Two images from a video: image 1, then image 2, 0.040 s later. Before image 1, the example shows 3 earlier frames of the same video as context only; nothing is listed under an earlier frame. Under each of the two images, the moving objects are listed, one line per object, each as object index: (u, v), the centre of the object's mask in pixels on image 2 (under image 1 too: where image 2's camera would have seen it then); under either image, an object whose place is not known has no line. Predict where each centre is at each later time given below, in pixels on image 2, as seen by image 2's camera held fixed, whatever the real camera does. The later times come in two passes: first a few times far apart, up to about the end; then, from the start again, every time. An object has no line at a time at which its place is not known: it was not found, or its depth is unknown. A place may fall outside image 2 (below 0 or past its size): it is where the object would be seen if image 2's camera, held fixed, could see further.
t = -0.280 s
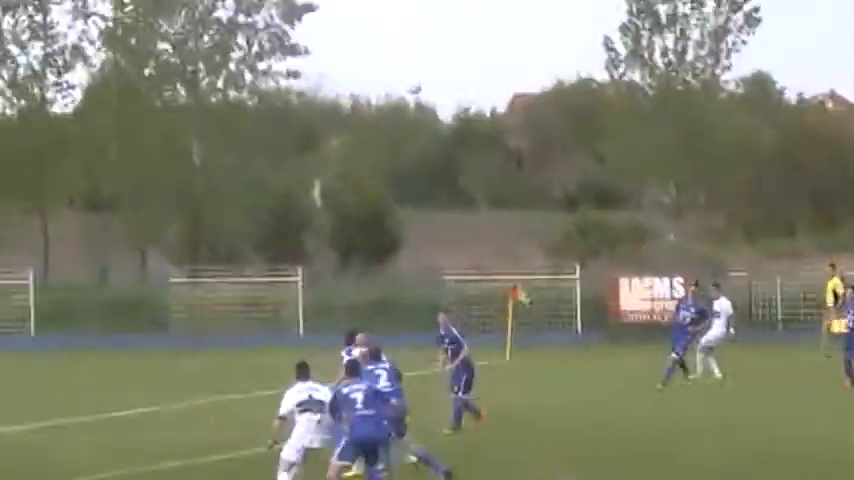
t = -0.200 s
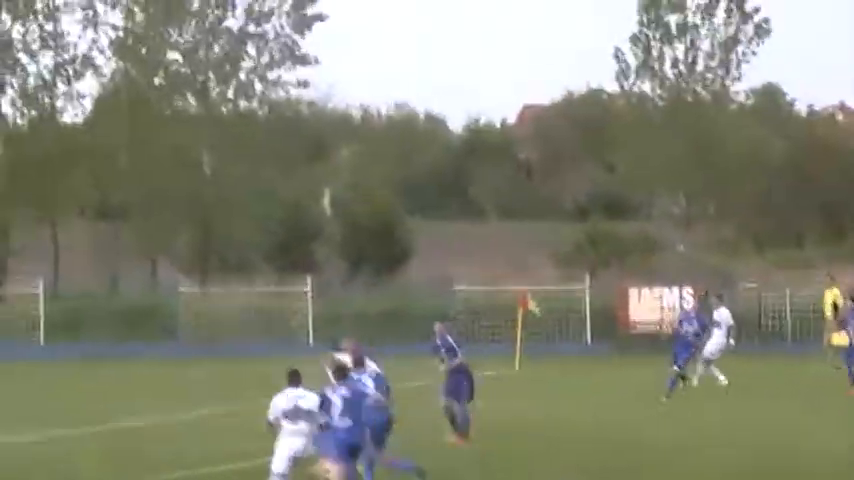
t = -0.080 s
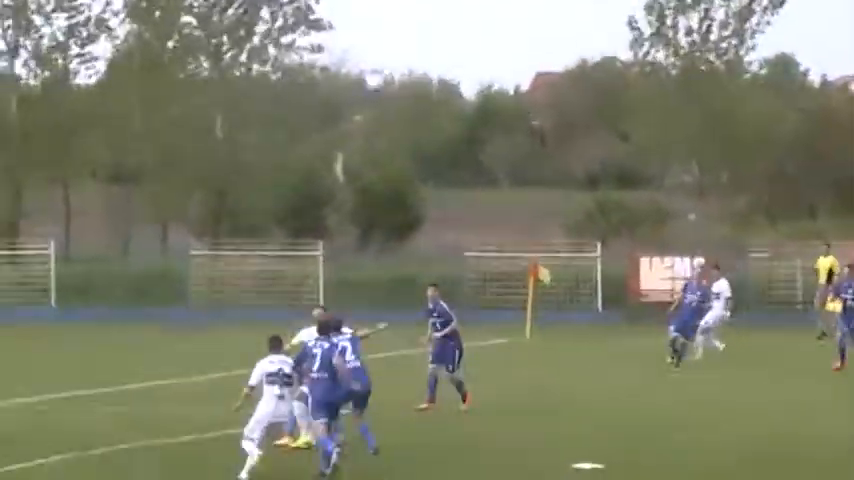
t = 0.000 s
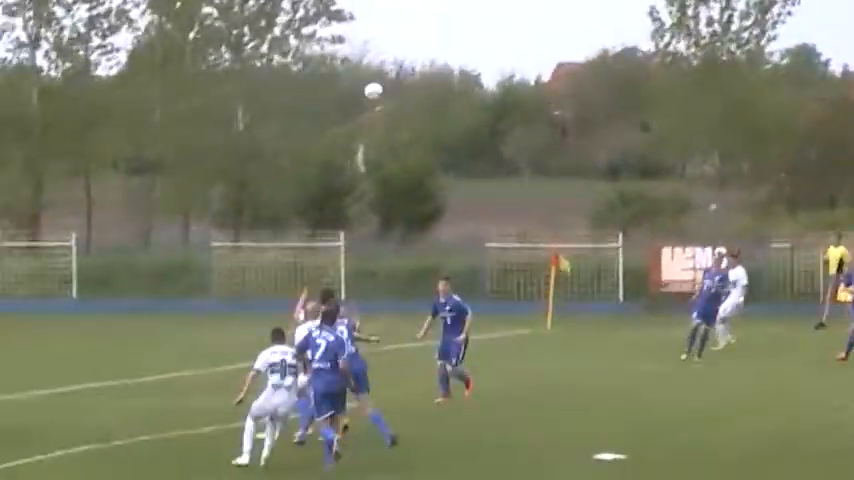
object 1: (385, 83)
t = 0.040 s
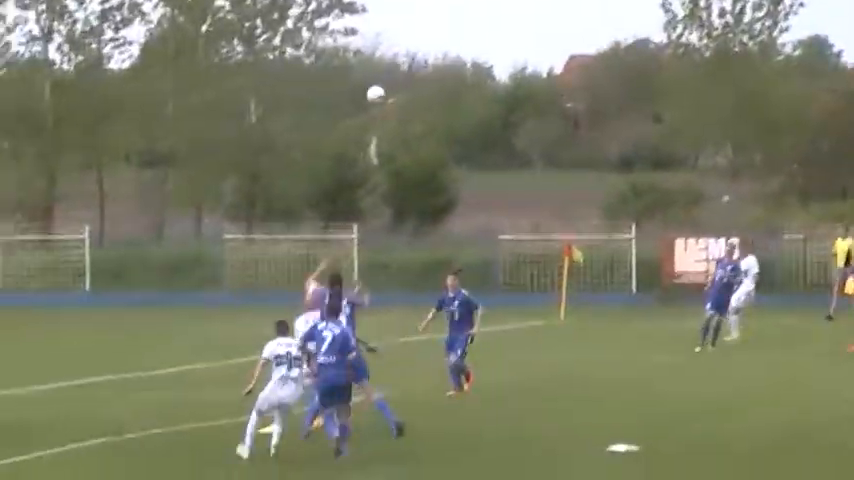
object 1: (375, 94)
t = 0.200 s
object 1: (338, 151)
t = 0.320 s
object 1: (315, 210)
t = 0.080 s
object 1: (366, 106)
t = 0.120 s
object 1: (357, 120)
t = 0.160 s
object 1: (348, 134)
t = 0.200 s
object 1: (338, 151)
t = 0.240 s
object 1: (331, 169)
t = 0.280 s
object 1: (321, 190)
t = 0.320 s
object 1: (315, 210)
